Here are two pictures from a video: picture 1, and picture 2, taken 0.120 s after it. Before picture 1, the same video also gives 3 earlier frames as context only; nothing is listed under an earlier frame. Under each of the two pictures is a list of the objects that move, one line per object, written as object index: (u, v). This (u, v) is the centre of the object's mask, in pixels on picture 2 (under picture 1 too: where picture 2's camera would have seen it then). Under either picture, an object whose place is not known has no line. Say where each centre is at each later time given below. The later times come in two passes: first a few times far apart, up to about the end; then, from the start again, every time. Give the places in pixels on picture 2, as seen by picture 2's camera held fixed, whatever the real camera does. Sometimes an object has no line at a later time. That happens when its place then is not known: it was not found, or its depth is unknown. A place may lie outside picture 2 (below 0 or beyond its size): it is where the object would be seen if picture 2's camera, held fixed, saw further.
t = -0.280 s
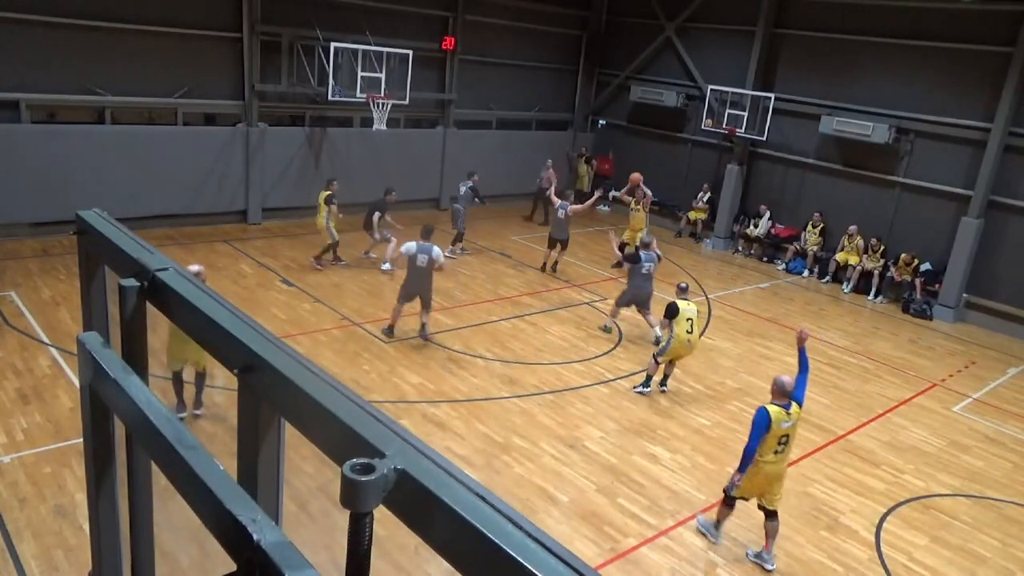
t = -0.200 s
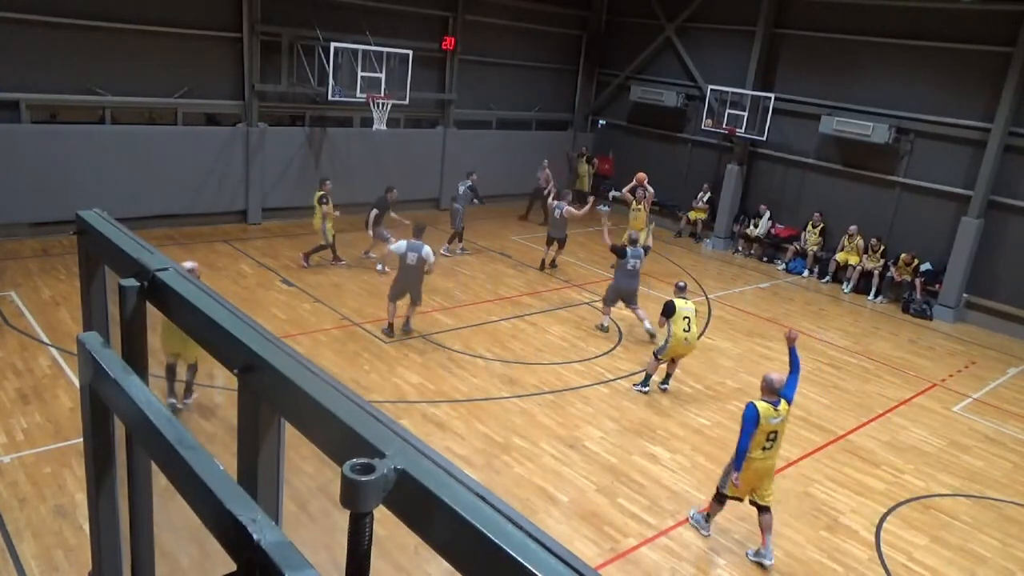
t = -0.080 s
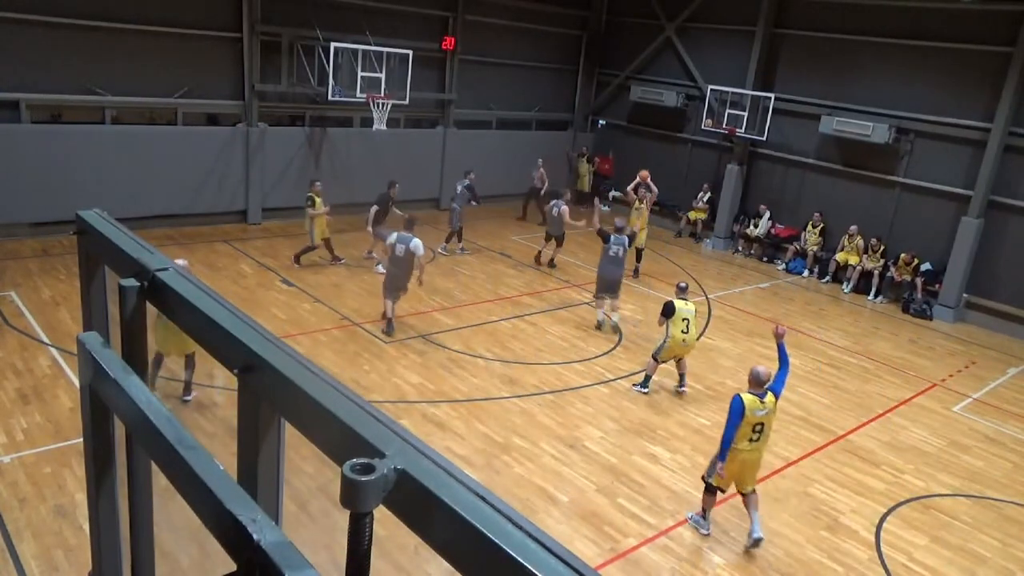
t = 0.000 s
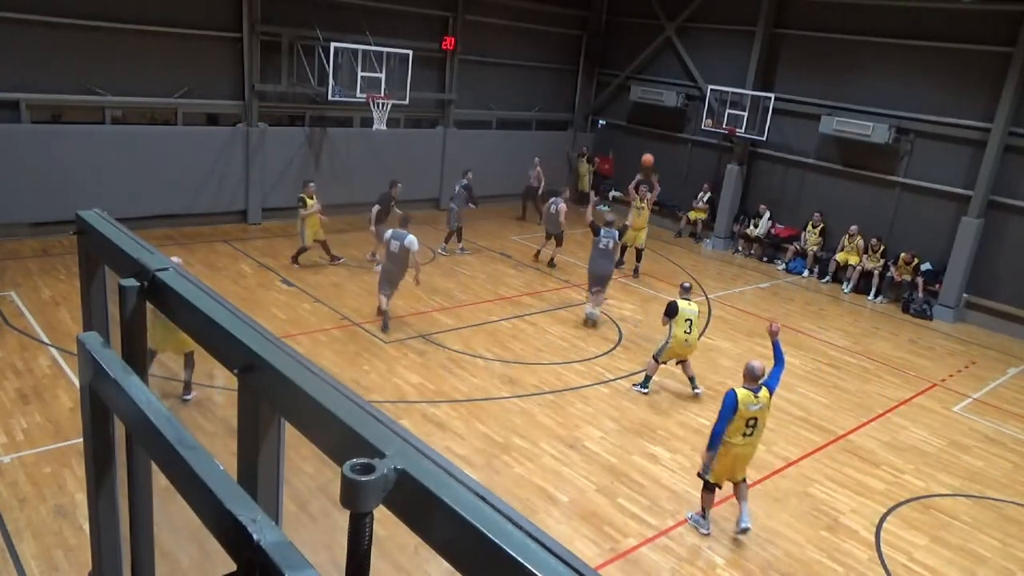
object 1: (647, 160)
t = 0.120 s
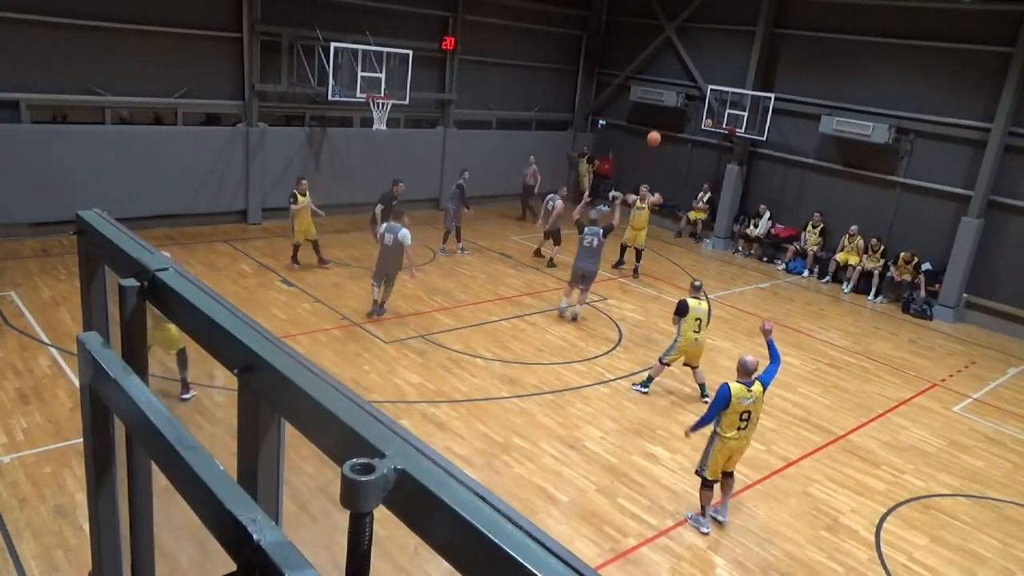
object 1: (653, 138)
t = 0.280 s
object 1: (661, 119)
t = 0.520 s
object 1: (669, 115)
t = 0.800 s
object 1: (678, 167)
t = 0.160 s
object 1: (655, 133)
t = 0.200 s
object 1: (657, 127)
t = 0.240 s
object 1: (659, 123)
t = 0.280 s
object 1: (661, 119)
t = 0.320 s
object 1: (662, 116)
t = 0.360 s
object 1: (664, 114)
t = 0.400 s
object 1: (665, 113)
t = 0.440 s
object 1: (666, 112)
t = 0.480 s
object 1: (668, 113)
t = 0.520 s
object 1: (669, 115)
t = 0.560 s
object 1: (671, 118)
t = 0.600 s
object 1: (672, 122)
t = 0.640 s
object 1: (673, 128)
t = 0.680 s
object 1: (674, 135)
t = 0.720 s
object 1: (676, 144)
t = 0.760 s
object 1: (677, 155)
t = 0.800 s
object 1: (678, 167)
